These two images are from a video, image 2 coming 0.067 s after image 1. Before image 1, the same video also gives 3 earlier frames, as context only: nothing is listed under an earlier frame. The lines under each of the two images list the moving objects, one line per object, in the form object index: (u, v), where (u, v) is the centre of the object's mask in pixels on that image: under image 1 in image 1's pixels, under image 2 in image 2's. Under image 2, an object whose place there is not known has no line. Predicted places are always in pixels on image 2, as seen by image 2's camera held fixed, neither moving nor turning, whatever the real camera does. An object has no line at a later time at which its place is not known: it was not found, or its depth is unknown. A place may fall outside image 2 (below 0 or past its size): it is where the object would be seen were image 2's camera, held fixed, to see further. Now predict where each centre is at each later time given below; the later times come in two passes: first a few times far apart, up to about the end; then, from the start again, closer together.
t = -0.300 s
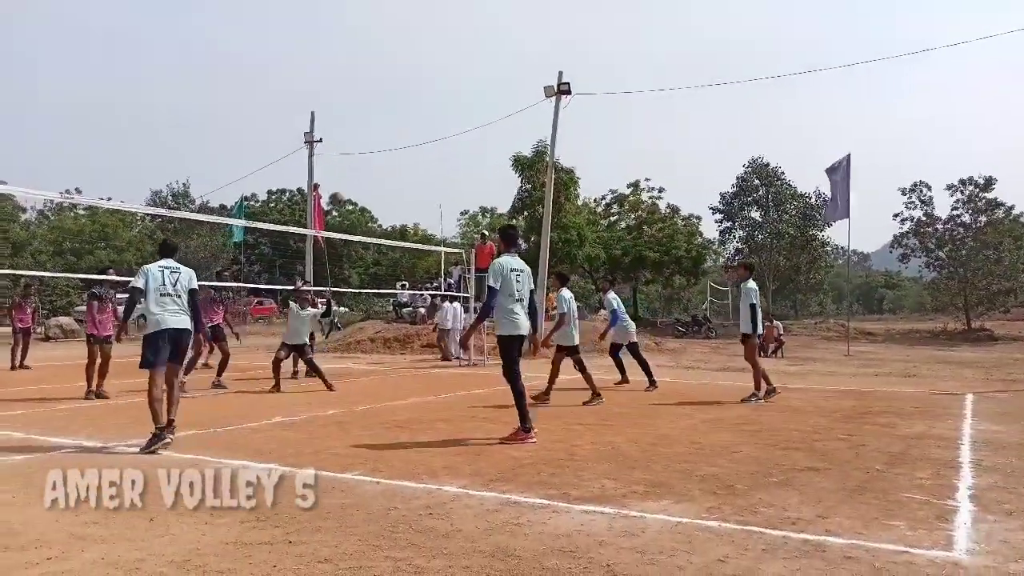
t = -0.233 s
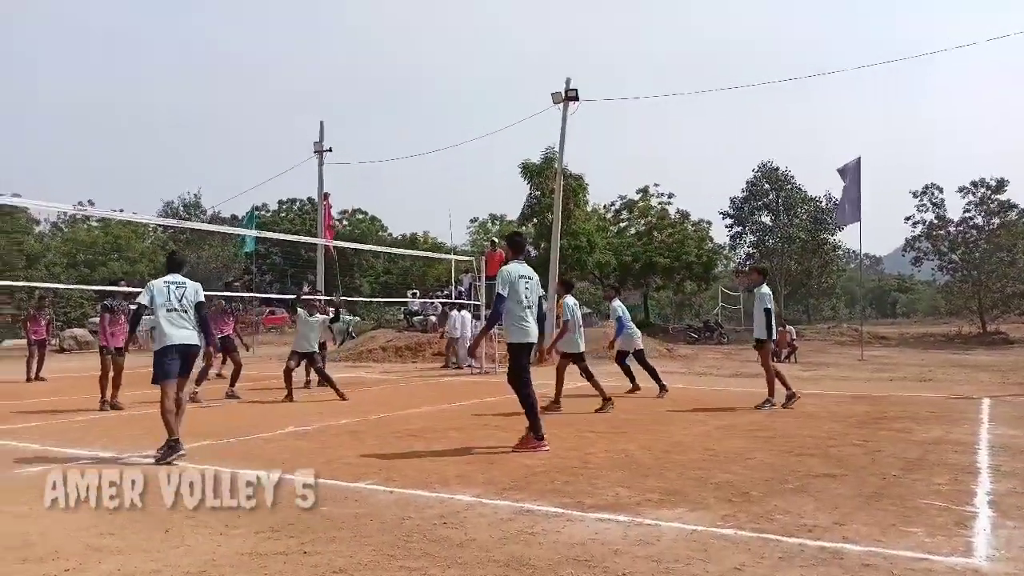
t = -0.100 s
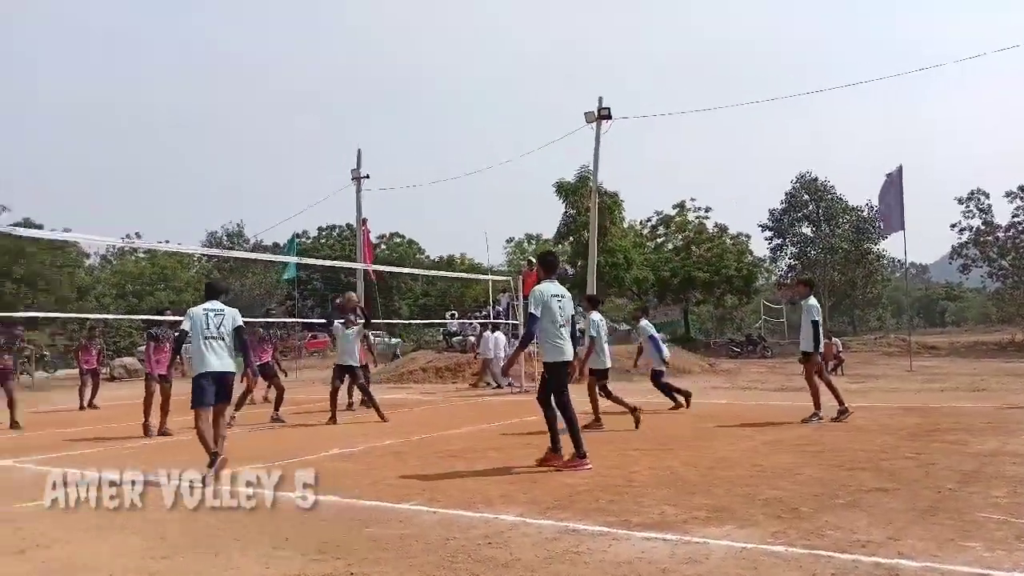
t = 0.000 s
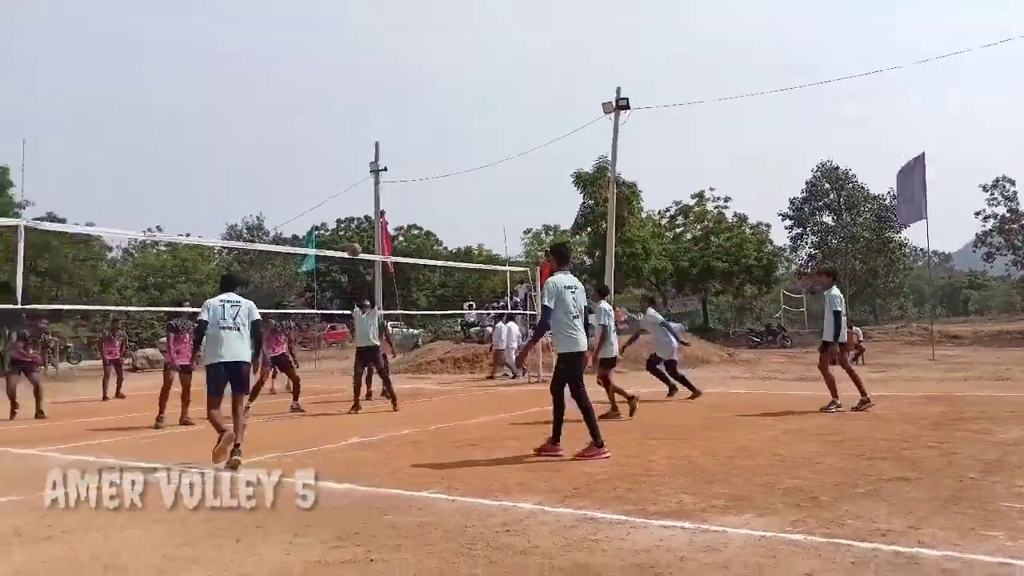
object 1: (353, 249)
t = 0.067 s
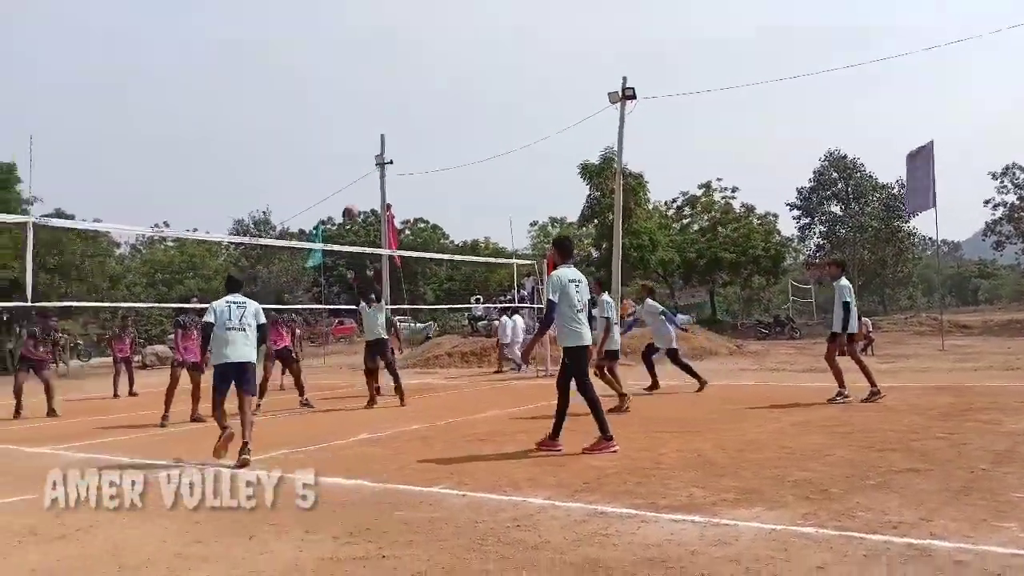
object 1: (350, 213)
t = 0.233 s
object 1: (323, 146)
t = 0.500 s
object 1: (277, 73)
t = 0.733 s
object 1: (234, 47)
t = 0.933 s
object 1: (194, 59)
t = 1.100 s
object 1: (158, 95)
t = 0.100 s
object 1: (344, 199)
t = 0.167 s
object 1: (334, 172)
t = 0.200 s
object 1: (328, 158)
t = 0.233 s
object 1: (323, 146)
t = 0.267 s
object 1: (317, 135)
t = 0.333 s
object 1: (306, 114)
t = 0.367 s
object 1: (300, 104)
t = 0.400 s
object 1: (294, 95)
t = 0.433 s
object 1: (288, 87)
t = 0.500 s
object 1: (277, 73)
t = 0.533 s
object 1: (271, 67)
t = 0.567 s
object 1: (265, 62)
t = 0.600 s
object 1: (259, 58)
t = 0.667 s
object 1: (246, 50)
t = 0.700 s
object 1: (240, 48)
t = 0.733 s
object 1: (234, 47)
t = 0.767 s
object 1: (228, 47)
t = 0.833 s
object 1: (215, 49)
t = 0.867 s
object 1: (208, 51)
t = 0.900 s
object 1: (201, 54)
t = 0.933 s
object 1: (194, 59)
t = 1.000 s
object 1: (180, 70)
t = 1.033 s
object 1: (173, 77)
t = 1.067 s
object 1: (166, 86)
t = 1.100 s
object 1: (158, 95)
